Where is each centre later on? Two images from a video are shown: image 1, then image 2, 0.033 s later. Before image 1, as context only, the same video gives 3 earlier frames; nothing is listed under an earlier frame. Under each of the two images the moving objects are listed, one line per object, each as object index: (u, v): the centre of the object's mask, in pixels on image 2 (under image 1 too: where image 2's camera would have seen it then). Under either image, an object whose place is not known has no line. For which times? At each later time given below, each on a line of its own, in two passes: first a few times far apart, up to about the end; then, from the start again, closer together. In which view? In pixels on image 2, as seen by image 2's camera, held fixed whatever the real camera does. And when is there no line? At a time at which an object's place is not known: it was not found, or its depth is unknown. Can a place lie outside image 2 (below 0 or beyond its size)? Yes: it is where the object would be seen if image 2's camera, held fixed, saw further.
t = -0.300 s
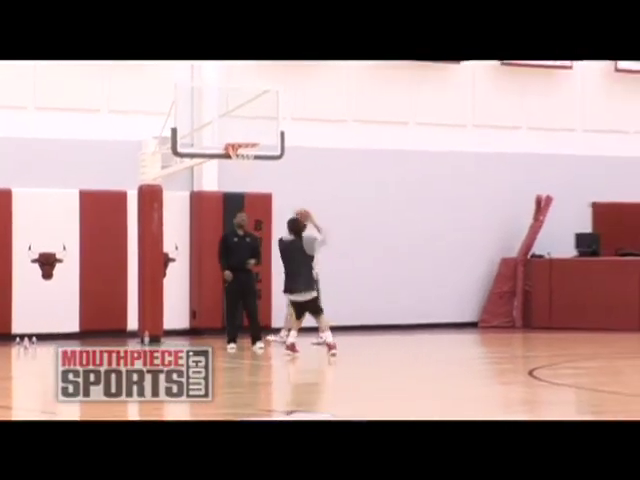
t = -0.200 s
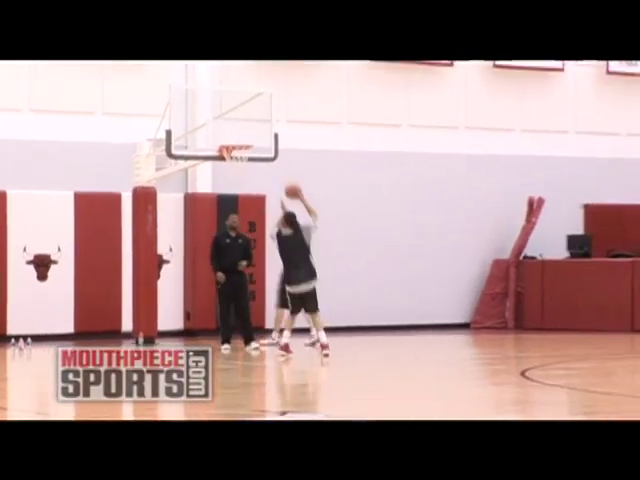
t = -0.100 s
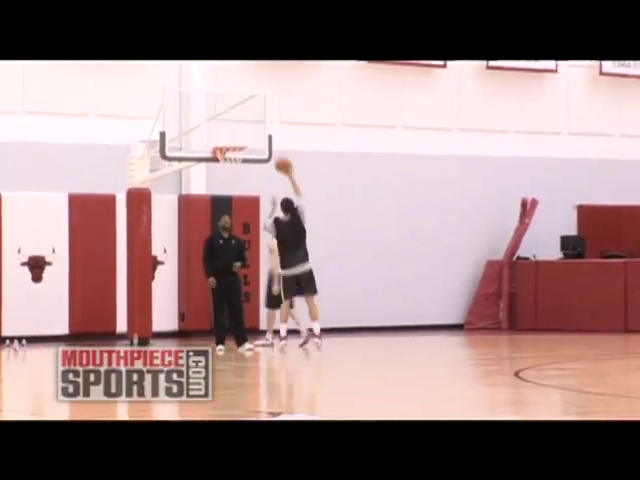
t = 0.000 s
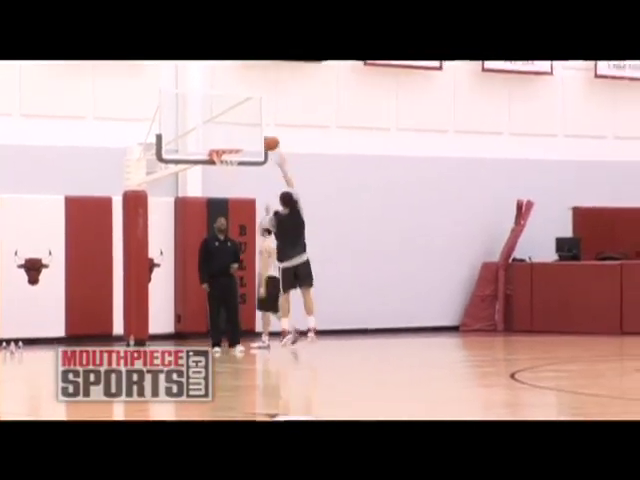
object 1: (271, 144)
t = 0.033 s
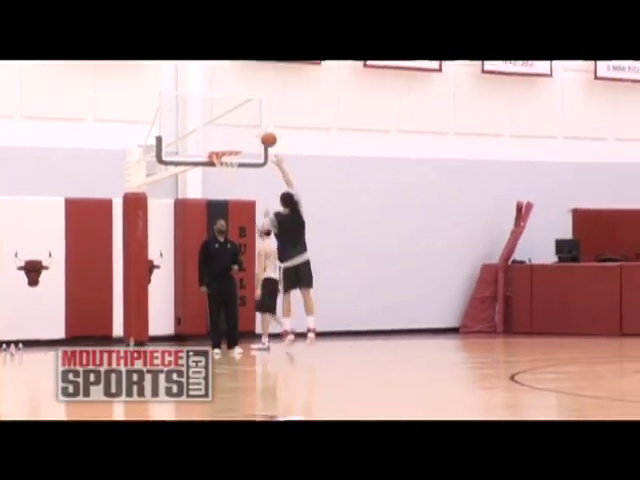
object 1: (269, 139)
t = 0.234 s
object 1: (254, 119)
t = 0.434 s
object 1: (239, 126)
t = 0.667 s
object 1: (226, 164)
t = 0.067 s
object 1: (266, 133)
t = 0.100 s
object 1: (263, 129)
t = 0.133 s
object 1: (261, 125)
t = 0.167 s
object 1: (259, 122)
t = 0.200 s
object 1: (256, 120)
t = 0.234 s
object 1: (254, 119)
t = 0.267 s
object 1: (251, 118)
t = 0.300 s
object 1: (249, 118)
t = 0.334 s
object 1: (246, 119)
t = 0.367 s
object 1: (244, 121)
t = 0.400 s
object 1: (242, 123)
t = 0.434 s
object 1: (239, 126)
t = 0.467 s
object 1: (237, 129)
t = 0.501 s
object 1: (235, 134)
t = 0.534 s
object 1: (233, 138)
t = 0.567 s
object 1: (230, 145)
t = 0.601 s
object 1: (228, 148)
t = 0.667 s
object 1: (226, 164)
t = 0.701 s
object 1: (224, 168)
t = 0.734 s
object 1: (223, 171)
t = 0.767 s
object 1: (223, 172)
